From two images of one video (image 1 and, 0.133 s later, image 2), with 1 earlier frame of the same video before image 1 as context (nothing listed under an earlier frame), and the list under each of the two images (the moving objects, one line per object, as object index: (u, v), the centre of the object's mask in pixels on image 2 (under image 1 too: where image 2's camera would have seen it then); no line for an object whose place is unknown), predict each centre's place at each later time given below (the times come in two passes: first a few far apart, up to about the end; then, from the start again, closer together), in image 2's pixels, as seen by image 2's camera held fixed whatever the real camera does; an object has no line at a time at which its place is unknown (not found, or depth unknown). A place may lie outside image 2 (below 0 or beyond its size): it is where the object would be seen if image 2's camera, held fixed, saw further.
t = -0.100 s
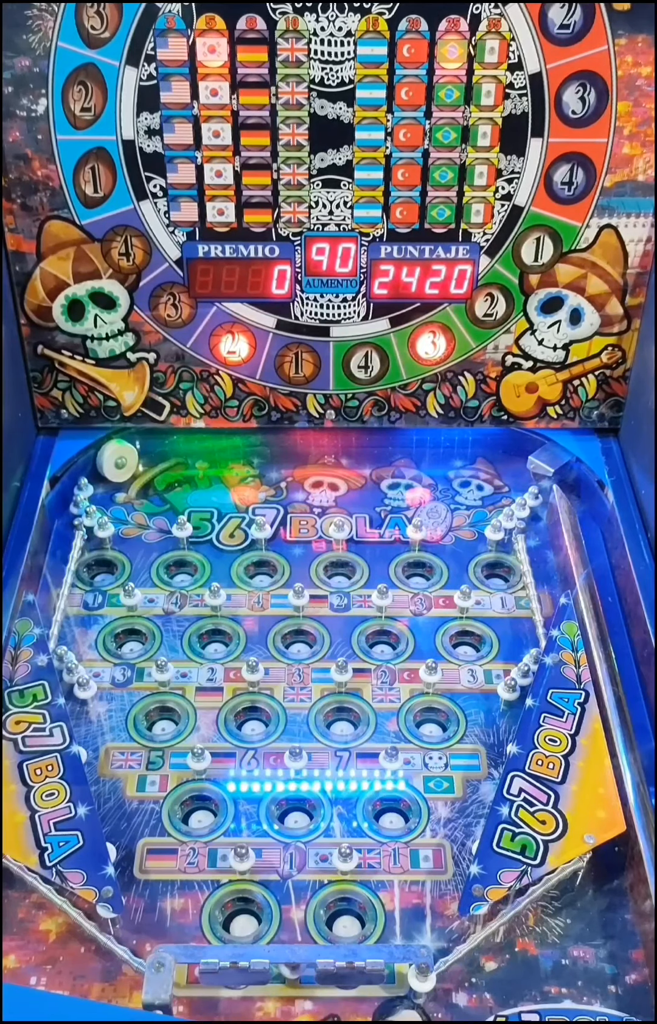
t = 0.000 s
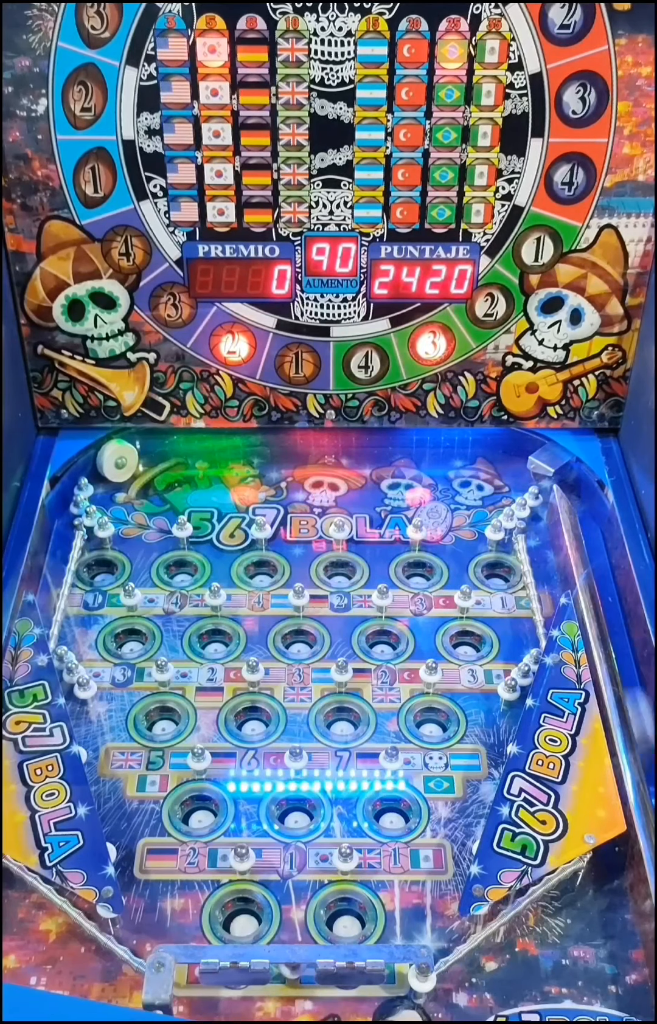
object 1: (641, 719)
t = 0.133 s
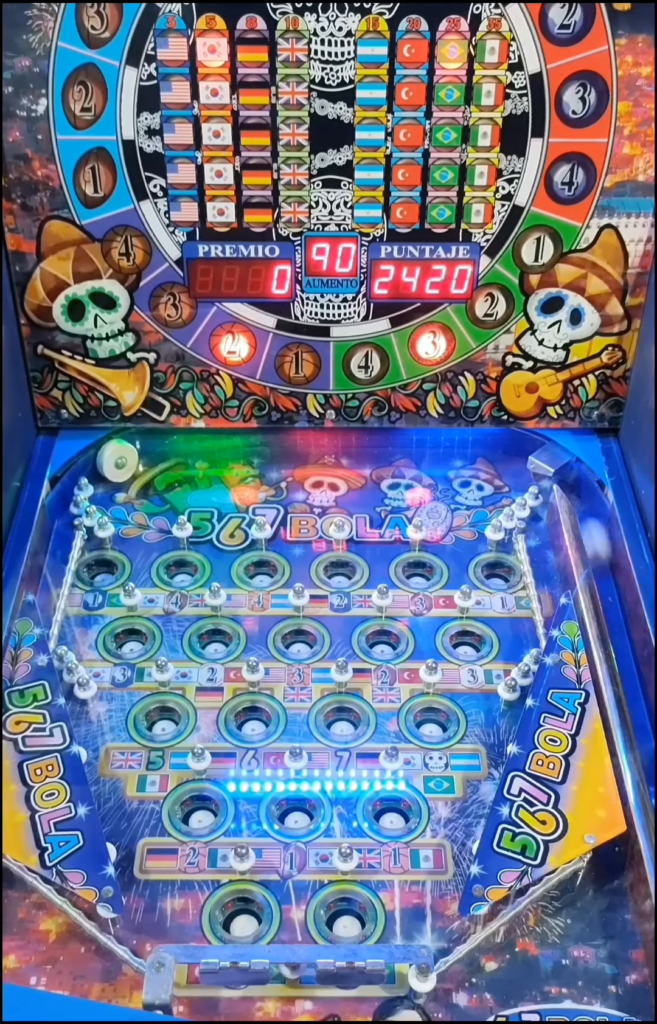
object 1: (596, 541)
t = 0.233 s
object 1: (530, 461)
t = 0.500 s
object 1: (340, 454)
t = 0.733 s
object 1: (148, 515)
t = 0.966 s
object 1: (225, 560)
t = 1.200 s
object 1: (270, 561)
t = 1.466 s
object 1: (258, 568)
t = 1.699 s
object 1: (255, 569)
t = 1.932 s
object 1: (257, 569)
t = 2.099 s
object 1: (257, 569)
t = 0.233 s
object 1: (530, 461)
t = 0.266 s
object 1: (514, 454)
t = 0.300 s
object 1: (496, 449)
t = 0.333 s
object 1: (469, 446)
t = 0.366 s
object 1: (443, 445)
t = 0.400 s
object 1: (417, 446)
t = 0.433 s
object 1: (391, 448)
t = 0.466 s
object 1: (365, 450)
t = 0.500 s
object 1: (340, 454)
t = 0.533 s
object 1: (314, 459)
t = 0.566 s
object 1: (287, 465)
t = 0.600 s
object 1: (263, 472)
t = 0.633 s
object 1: (235, 479)
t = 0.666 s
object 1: (207, 491)
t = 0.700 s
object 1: (177, 501)
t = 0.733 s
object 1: (148, 515)
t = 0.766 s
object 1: (137, 525)
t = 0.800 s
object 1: (152, 535)
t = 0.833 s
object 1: (167, 550)
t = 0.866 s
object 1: (183, 563)
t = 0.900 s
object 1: (199, 557)
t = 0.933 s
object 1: (212, 557)
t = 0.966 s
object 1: (225, 560)
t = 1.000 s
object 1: (237, 563)
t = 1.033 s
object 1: (249, 569)
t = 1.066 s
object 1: (260, 572)
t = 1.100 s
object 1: (274, 580)
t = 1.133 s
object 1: (277, 572)
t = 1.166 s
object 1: (274, 566)
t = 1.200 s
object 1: (270, 561)
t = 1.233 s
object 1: (261, 560)
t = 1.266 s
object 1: (256, 565)
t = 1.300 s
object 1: (261, 565)
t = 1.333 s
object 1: (262, 564)
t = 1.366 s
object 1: (258, 568)
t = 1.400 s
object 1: (258, 568)
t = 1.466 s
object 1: (258, 568)
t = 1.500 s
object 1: (257, 568)
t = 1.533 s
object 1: (257, 569)
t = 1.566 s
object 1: (258, 568)
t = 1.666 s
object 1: (256, 568)
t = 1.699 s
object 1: (255, 569)
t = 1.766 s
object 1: (256, 568)
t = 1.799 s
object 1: (257, 568)
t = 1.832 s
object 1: (256, 568)
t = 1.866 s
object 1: (256, 568)
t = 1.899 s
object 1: (257, 569)
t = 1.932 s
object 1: (257, 569)
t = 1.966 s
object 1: (257, 569)
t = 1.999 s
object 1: (257, 569)
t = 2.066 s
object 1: (257, 569)
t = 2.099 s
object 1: (257, 569)
